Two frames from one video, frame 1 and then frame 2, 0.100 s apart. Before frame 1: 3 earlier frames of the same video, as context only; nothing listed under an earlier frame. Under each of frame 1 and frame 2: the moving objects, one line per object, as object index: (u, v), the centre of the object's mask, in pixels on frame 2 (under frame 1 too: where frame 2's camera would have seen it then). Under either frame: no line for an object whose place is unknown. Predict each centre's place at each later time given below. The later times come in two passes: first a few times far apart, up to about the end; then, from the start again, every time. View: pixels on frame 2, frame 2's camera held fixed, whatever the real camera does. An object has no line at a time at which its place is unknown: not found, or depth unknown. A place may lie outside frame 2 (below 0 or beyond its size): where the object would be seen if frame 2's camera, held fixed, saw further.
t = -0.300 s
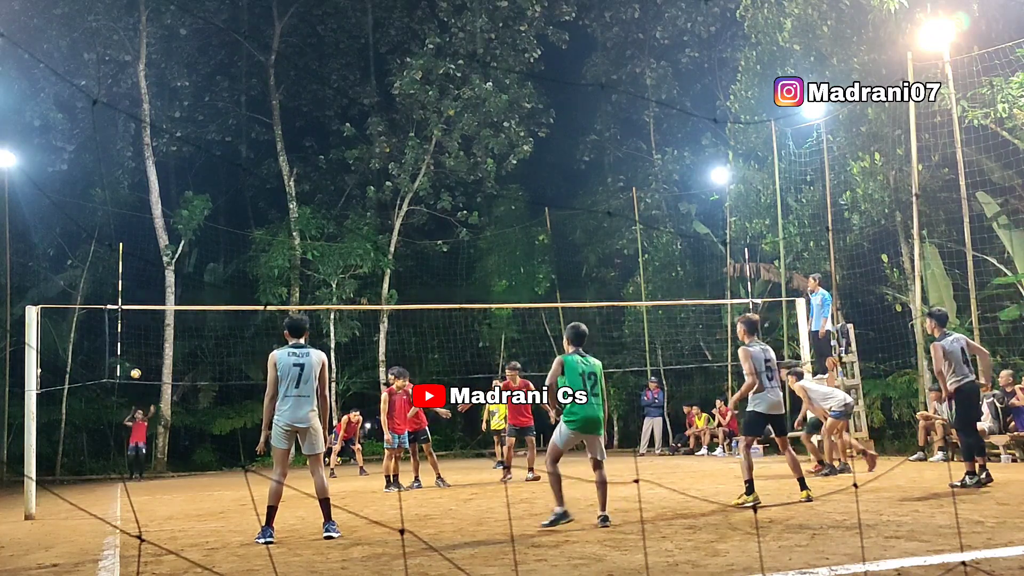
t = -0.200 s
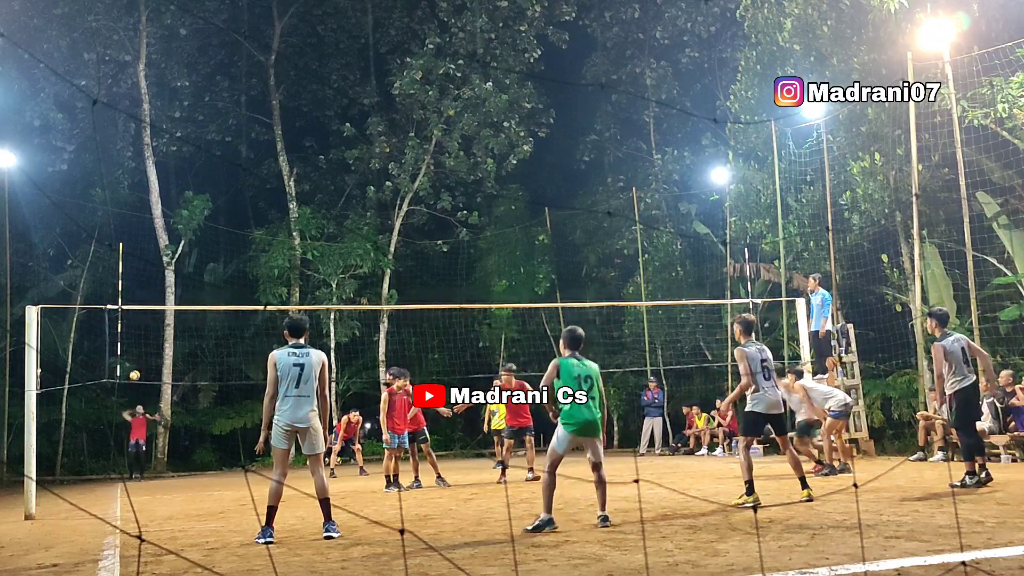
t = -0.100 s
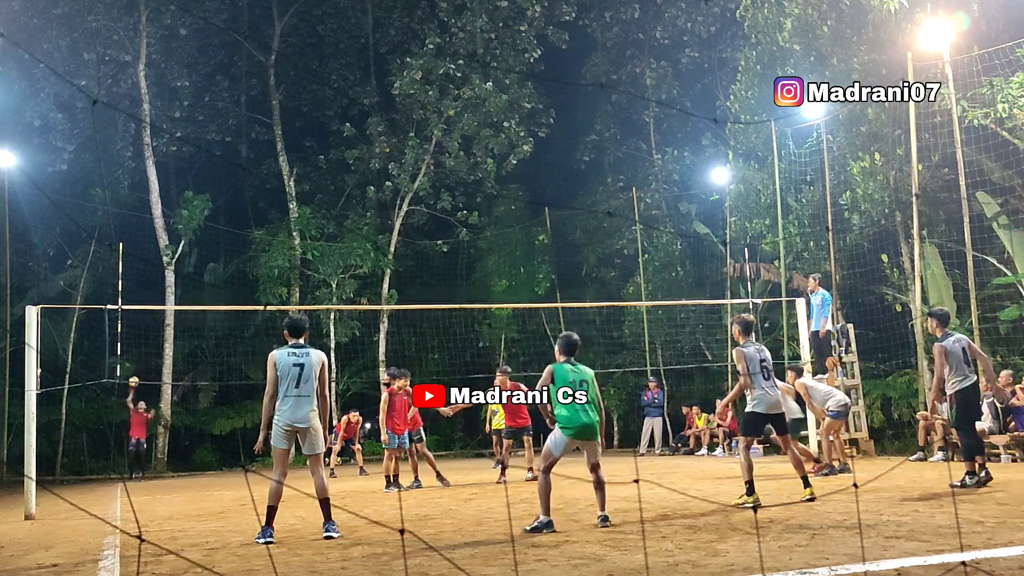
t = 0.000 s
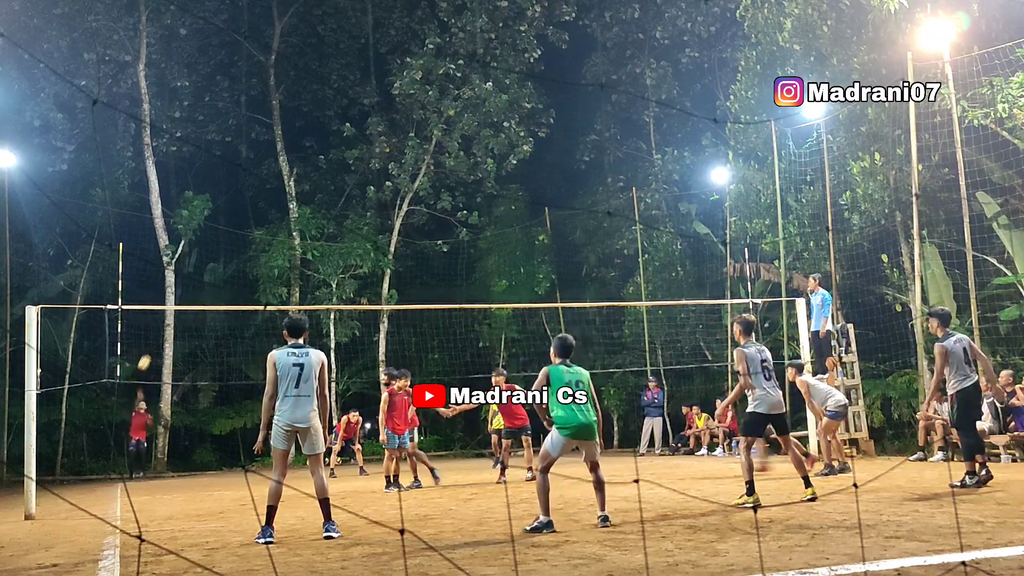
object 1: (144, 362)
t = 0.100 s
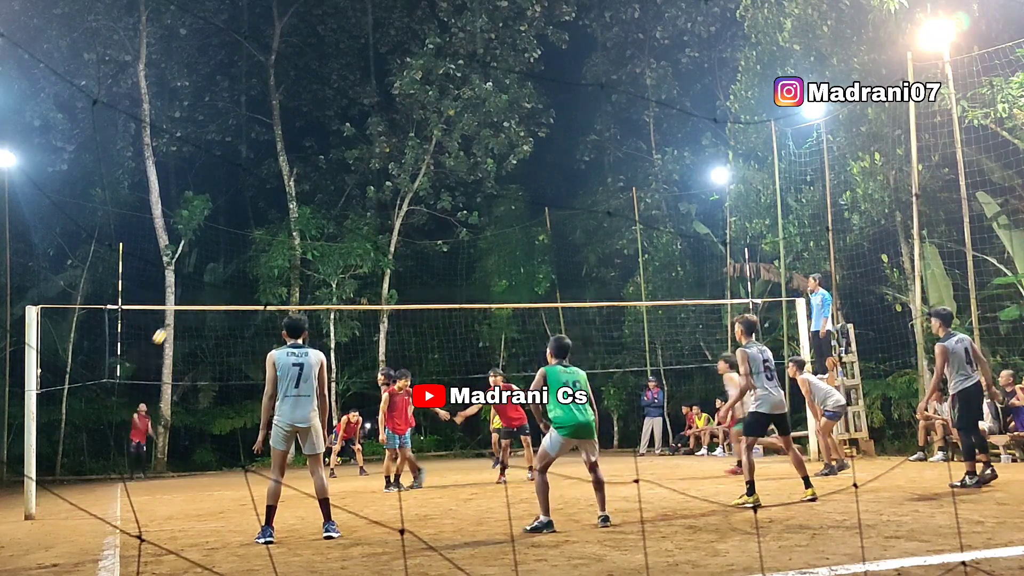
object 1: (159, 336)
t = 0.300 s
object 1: (198, 289)
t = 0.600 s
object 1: (282, 255)
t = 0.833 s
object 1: (378, 267)
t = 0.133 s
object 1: (165, 328)
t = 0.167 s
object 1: (172, 319)
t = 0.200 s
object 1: (178, 311)
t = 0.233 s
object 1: (185, 303)
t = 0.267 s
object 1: (191, 296)
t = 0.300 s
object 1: (198, 289)
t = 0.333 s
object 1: (206, 283)
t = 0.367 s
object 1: (214, 277)
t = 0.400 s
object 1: (222, 272)
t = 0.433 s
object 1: (232, 267)
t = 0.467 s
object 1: (240, 264)
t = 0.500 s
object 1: (250, 261)
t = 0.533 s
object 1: (260, 258)
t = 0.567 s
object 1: (271, 256)
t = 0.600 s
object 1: (282, 255)
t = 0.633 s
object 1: (294, 255)
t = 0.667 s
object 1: (306, 254)
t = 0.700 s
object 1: (320, 255)
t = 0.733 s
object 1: (333, 257)
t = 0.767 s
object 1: (347, 260)
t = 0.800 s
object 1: (362, 263)
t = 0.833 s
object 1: (378, 267)
